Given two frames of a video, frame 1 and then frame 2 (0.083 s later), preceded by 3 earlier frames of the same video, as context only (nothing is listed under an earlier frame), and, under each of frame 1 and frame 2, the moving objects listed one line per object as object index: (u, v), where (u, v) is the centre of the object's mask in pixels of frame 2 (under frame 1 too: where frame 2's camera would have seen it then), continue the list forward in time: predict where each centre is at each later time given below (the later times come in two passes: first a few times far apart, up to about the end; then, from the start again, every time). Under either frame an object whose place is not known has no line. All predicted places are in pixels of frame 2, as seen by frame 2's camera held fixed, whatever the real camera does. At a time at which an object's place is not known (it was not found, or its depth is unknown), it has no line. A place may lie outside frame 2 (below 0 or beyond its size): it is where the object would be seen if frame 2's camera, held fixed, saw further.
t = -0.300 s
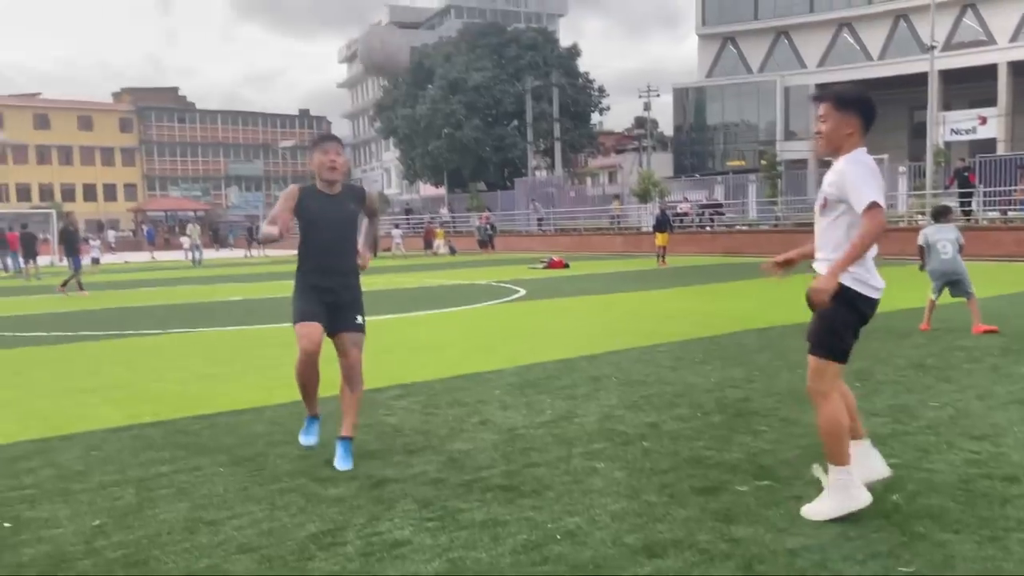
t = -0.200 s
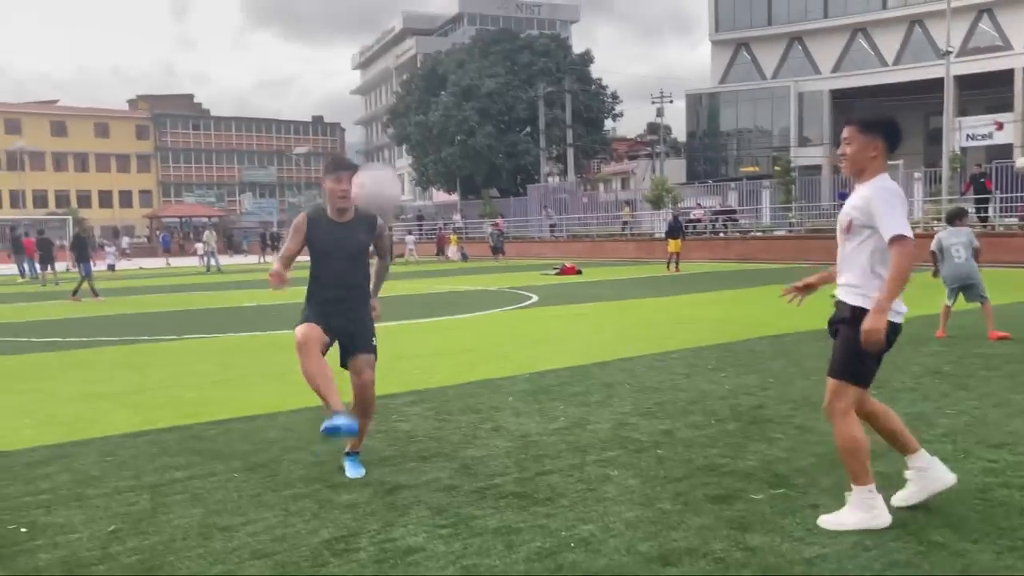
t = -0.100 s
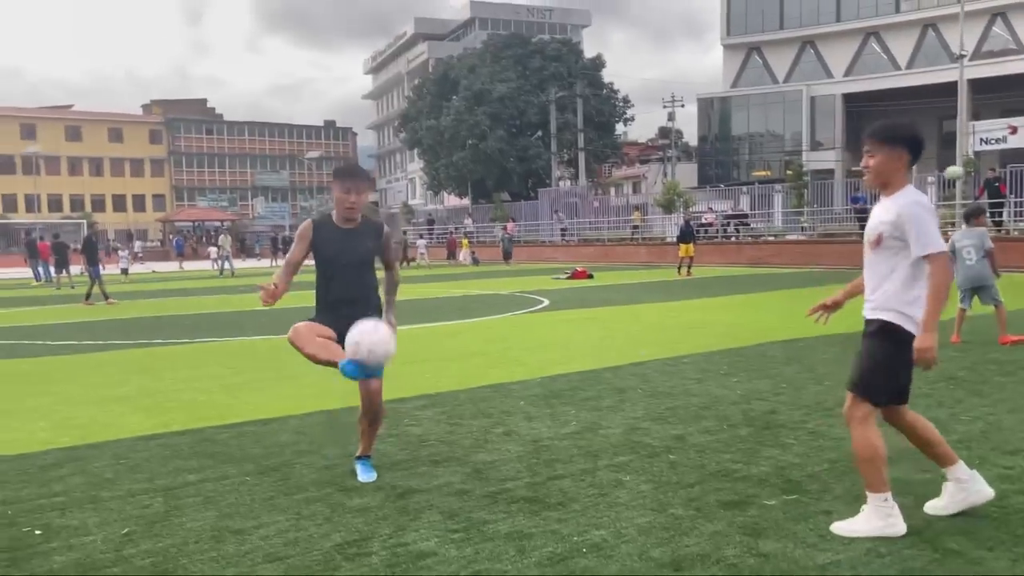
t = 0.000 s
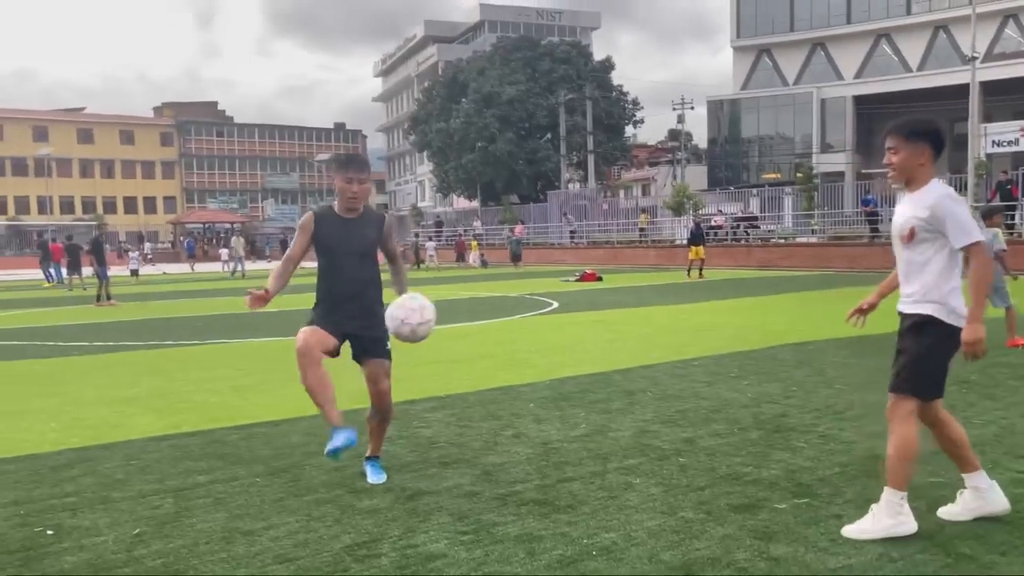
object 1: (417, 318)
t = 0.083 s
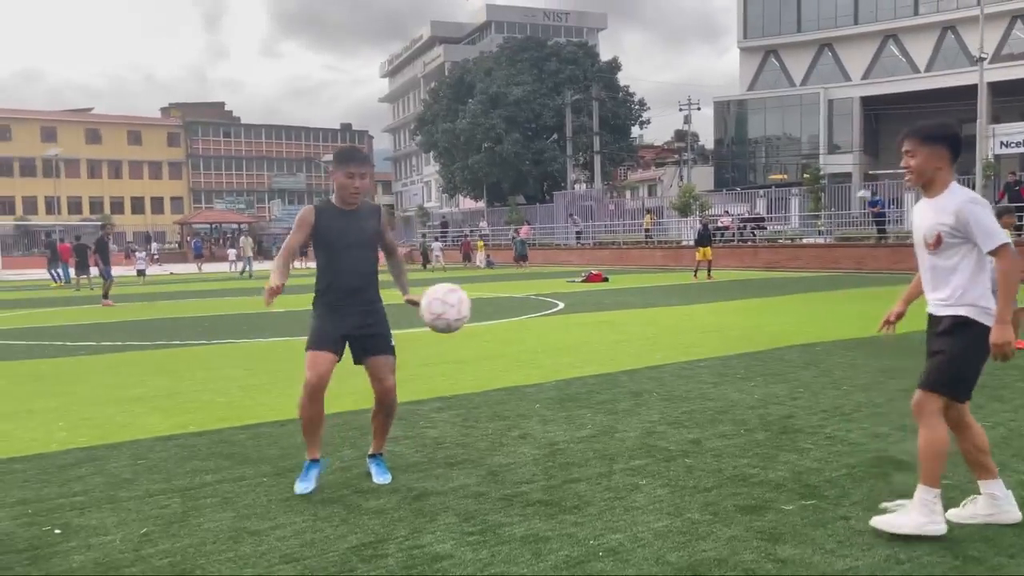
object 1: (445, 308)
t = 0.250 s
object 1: (503, 334)
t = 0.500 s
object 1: (594, 496)
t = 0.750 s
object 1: (650, 431)
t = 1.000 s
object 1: (708, 499)
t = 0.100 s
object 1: (451, 307)
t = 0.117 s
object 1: (456, 308)
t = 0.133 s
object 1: (462, 309)
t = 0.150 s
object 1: (468, 311)
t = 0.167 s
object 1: (473, 313)
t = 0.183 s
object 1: (479, 316)
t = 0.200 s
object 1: (485, 319)
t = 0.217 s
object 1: (490, 324)
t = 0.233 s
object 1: (497, 328)
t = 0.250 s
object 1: (503, 334)
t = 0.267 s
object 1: (509, 340)
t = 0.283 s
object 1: (515, 347)
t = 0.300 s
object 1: (521, 354)
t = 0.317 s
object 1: (526, 362)
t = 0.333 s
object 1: (533, 371)
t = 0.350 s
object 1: (539, 380)
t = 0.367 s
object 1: (545, 390)
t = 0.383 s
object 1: (551, 401)
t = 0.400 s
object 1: (557, 412)
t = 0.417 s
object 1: (563, 424)
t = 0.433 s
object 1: (570, 437)
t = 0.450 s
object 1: (576, 451)
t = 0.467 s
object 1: (582, 465)
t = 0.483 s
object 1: (588, 480)
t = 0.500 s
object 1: (594, 496)
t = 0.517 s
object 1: (600, 504)
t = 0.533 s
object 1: (603, 495)
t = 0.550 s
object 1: (607, 486)
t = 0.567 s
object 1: (610, 478)
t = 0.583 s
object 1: (614, 470)
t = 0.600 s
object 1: (617, 463)
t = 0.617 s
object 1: (621, 456)
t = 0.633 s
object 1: (624, 451)
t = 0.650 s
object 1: (628, 446)
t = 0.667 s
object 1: (631, 442)
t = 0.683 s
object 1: (635, 437)
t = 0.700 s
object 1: (639, 435)
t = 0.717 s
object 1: (642, 433)
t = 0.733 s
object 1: (646, 431)
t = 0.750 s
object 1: (650, 431)
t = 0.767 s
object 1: (654, 430)
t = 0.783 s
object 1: (657, 432)
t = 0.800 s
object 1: (661, 432)
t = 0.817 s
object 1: (665, 433)
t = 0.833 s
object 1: (669, 436)
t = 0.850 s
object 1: (673, 438)
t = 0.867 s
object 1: (677, 442)
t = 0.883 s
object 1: (681, 447)
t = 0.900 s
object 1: (684, 453)
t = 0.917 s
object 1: (688, 458)
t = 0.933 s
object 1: (693, 464)
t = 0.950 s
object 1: (696, 472)
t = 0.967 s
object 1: (700, 480)
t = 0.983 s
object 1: (704, 489)
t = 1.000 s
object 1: (708, 499)
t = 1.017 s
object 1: (712, 510)
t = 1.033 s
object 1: (717, 511)
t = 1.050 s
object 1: (721, 506)
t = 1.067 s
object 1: (725, 500)
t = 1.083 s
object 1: (729, 497)
